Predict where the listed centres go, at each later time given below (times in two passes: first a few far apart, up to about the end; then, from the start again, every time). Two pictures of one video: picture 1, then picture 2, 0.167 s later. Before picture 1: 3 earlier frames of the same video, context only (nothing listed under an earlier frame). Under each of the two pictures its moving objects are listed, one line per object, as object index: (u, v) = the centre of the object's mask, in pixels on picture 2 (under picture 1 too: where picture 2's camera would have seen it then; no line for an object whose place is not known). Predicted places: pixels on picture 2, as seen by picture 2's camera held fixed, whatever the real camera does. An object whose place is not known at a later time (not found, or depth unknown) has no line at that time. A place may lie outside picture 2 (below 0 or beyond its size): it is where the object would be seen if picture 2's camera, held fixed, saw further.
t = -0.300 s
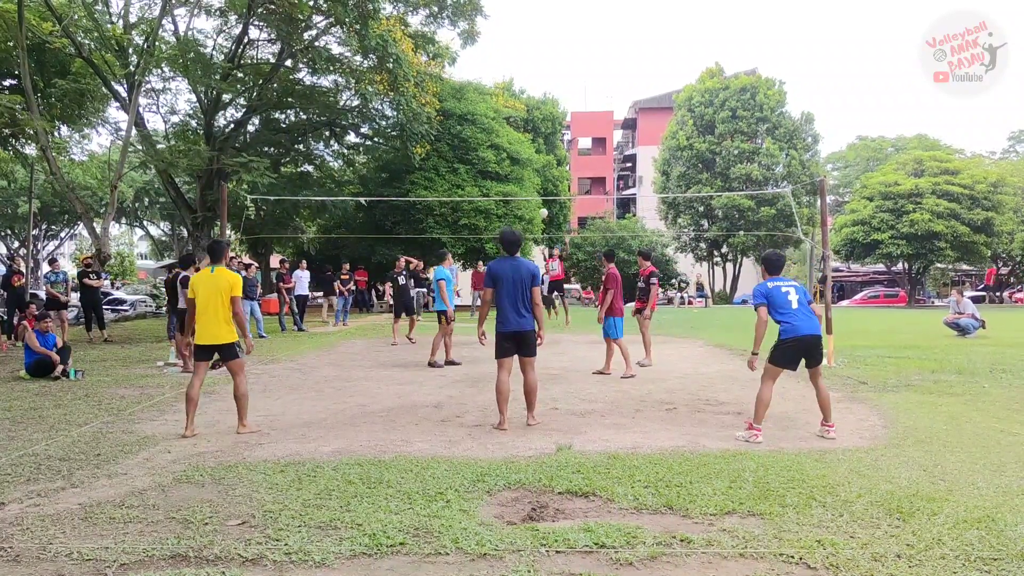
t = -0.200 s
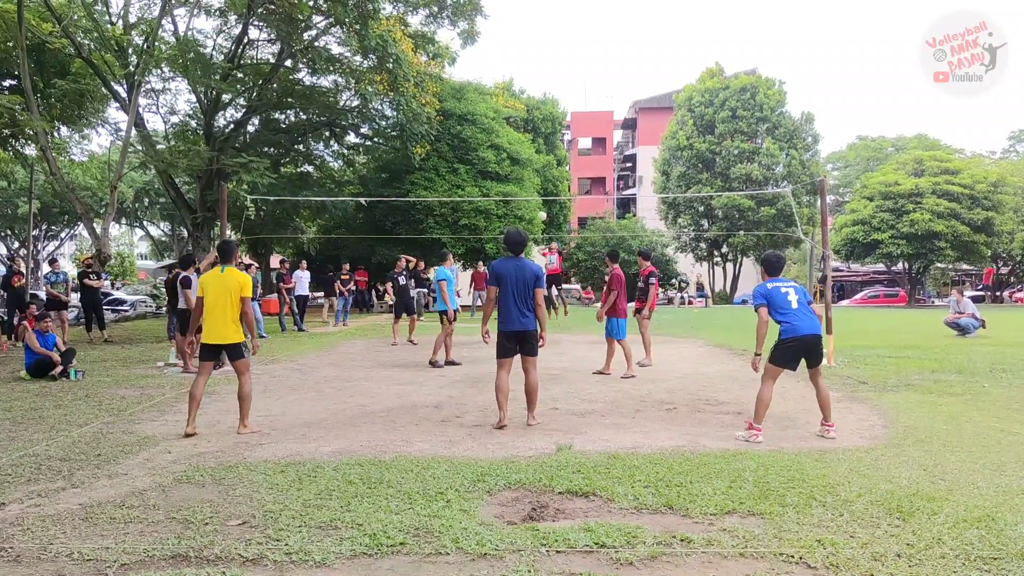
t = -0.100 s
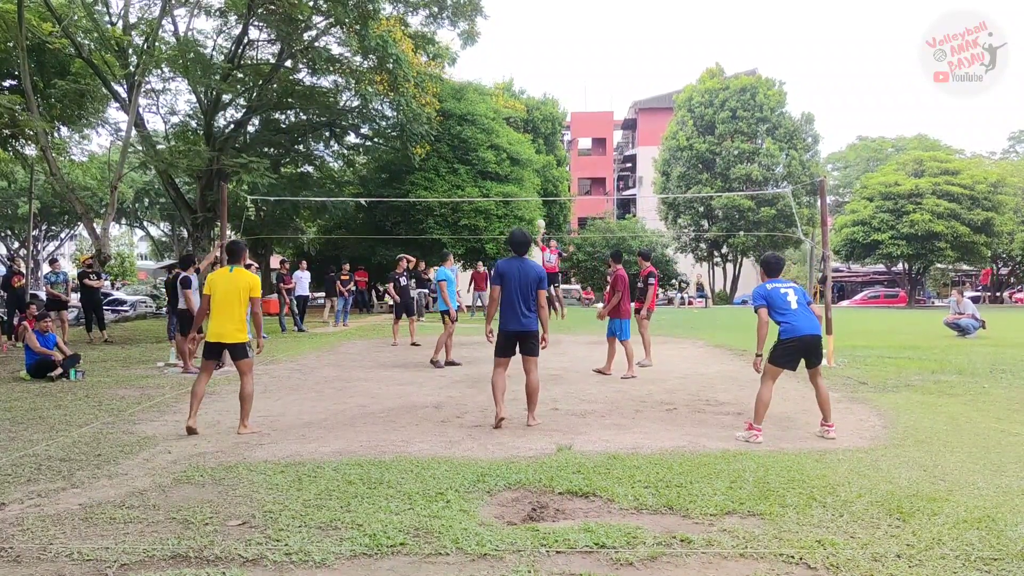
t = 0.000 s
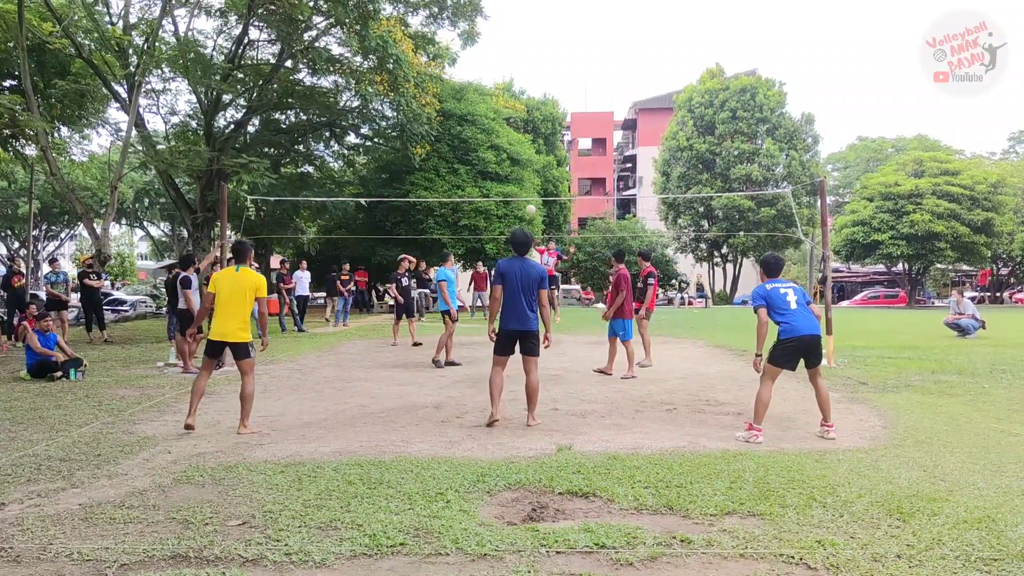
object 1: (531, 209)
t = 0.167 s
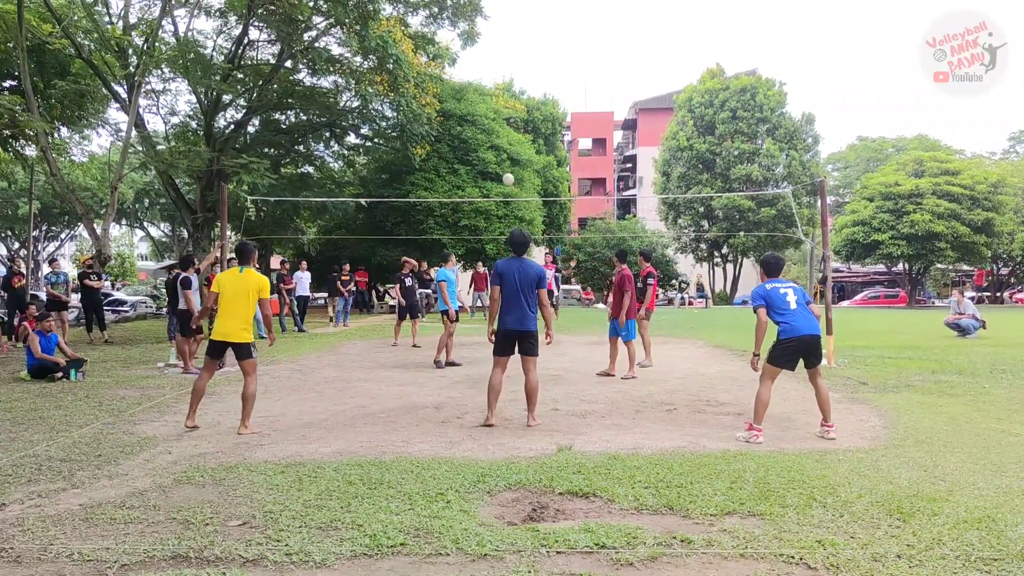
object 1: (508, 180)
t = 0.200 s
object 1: (503, 174)
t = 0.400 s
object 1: (463, 145)
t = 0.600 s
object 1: (406, 133)
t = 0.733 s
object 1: (345, 143)
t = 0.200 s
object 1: (503, 174)
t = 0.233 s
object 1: (498, 168)
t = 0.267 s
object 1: (491, 164)
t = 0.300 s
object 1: (485, 158)
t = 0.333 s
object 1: (478, 154)
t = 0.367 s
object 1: (470, 150)
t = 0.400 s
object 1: (463, 145)
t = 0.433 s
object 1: (454, 142)
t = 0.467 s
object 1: (446, 139)
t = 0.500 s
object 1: (436, 137)
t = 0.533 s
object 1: (427, 135)
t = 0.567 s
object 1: (417, 134)
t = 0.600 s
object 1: (406, 133)
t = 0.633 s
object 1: (394, 133)
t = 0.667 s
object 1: (382, 135)
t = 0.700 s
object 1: (369, 137)
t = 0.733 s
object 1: (345, 143)
